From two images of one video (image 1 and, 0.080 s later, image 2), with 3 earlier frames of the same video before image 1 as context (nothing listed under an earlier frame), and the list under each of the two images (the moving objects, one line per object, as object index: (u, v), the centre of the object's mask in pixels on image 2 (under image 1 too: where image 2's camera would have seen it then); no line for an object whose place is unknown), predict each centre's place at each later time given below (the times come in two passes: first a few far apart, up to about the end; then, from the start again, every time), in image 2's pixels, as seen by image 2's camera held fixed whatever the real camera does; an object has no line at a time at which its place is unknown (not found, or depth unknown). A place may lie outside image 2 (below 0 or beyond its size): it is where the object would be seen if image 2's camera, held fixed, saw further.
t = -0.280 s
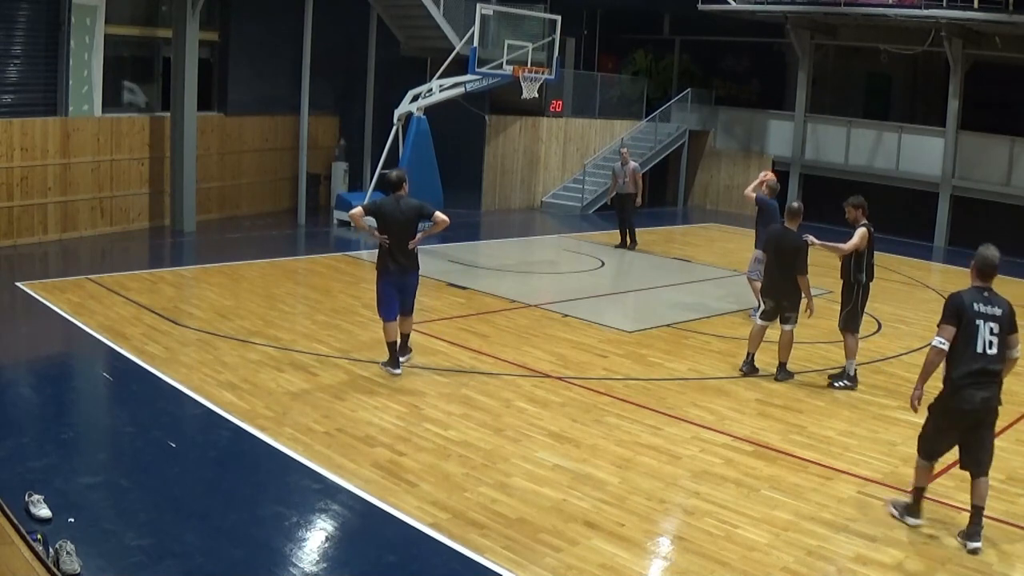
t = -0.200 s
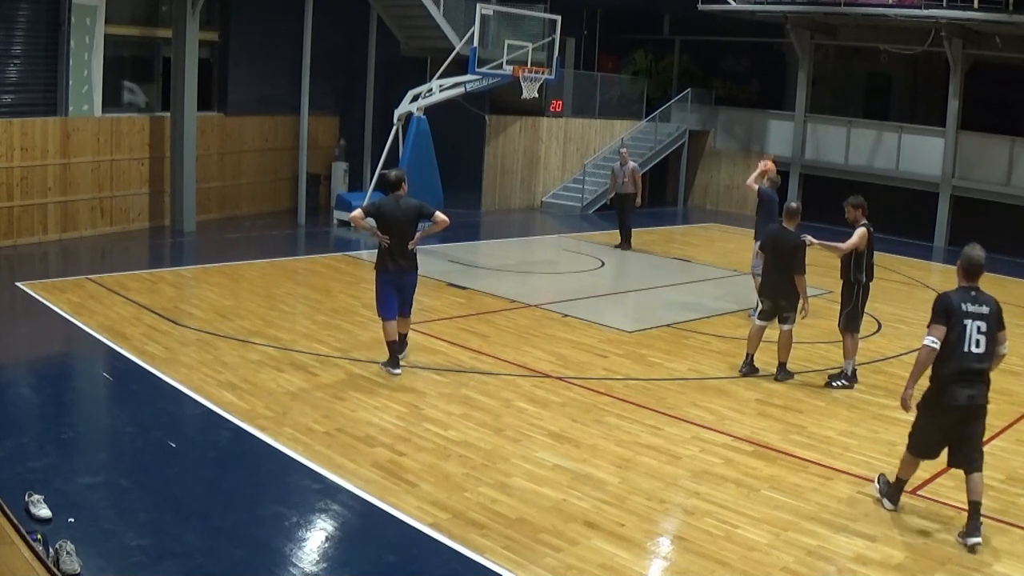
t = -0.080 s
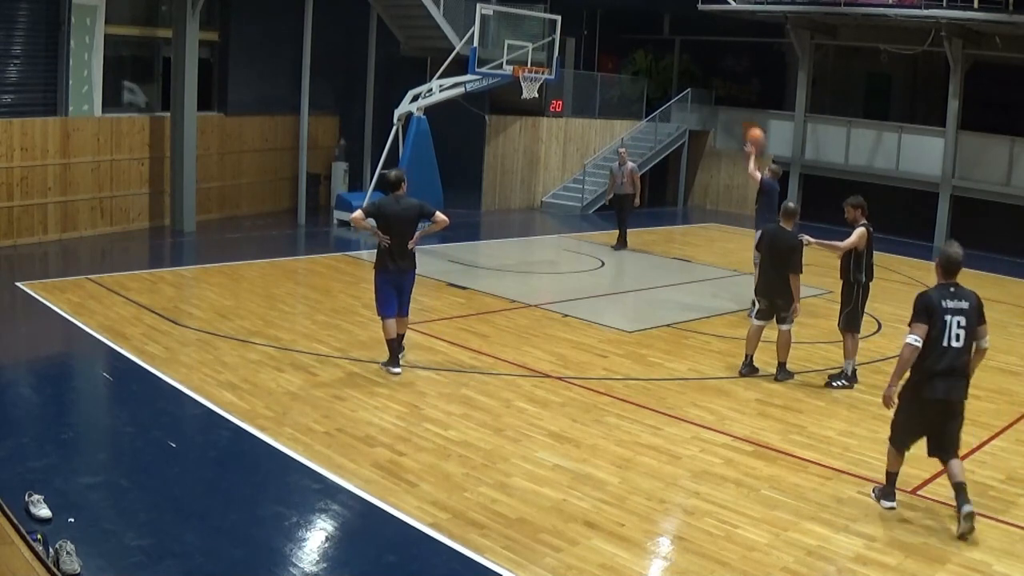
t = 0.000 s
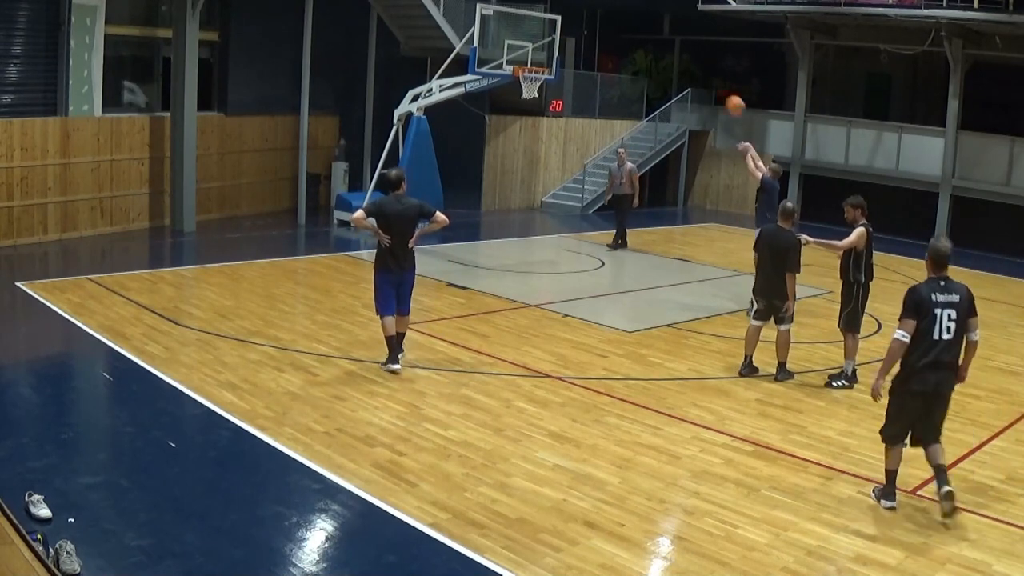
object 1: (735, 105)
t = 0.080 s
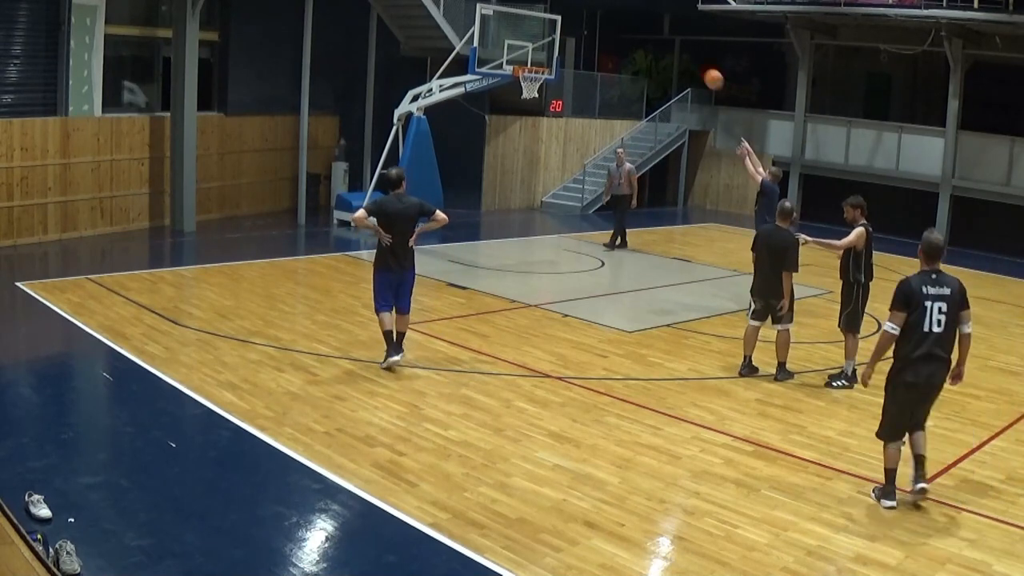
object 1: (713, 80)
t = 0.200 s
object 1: (681, 50)
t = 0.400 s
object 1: (632, 26)
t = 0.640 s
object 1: (577, 34)
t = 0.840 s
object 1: (536, 60)
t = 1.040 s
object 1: (510, 36)
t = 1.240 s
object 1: (495, 31)
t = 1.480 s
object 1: (478, 57)
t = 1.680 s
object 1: (462, 108)
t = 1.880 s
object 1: (445, 187)
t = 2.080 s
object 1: (428, 241)
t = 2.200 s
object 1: (421, 198)
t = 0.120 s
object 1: (703, 68)
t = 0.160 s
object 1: (692, 59)
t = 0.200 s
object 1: (681, 50)
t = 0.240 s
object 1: (671, 43)
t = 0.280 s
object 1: (661, 37)
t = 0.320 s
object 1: (651, 32)
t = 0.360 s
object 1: (641, 28)
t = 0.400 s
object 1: (632, 26)
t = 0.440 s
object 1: (622, 25)
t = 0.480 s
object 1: (613, 24)
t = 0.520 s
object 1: (604, 25)
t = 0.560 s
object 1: (594, 27)
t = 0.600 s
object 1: (585, 30)
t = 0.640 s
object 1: (577, 34)
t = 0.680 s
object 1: (568, 38)
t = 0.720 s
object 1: (559, 44)
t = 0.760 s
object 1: (550, 51)
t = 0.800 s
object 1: (542, 58)
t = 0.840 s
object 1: (536, 60)
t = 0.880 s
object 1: (531, 53)
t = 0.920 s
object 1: (527, 47)
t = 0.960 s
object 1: (521, 42)
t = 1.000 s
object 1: (516, 38)
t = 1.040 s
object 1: (510, 36)
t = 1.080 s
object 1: (506, 34)
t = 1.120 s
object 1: (503, 32)
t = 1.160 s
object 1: (500, 31)
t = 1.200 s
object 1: (498, 31)
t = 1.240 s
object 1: (495, 31)
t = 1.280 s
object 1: (493, 33)
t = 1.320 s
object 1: (490, 36)
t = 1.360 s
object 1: (487, 40)
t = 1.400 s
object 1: (485, 44)
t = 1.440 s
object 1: (481, 50)
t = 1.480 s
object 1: (478, 57)
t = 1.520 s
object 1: (475, 65)
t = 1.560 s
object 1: (472, 73)
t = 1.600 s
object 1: (469, 85)
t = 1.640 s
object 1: (466, 97)
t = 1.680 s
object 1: (462, 108)
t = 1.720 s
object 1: (459, 121)
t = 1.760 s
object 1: (455, 136)
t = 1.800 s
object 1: (452, 152)
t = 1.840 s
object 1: (448, 169)
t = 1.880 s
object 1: (445, 187)
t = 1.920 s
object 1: (441, 206)
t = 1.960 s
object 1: (438, 227)
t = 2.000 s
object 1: (433, 246)
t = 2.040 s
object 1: (430, 258)
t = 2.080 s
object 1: (428, 241)
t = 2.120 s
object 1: (427, 227)
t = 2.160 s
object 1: (424, 212)
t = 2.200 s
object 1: (421, 198)
